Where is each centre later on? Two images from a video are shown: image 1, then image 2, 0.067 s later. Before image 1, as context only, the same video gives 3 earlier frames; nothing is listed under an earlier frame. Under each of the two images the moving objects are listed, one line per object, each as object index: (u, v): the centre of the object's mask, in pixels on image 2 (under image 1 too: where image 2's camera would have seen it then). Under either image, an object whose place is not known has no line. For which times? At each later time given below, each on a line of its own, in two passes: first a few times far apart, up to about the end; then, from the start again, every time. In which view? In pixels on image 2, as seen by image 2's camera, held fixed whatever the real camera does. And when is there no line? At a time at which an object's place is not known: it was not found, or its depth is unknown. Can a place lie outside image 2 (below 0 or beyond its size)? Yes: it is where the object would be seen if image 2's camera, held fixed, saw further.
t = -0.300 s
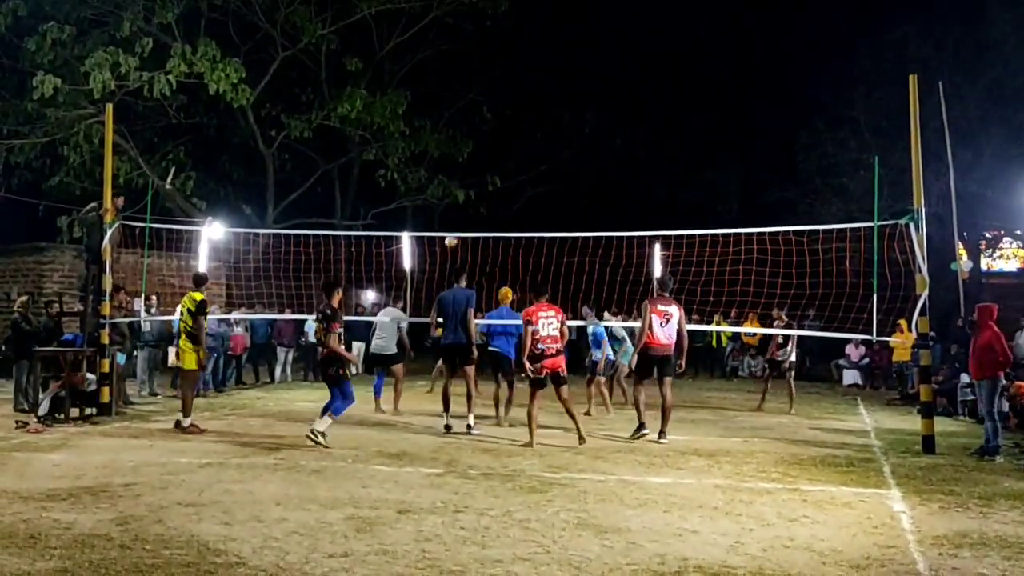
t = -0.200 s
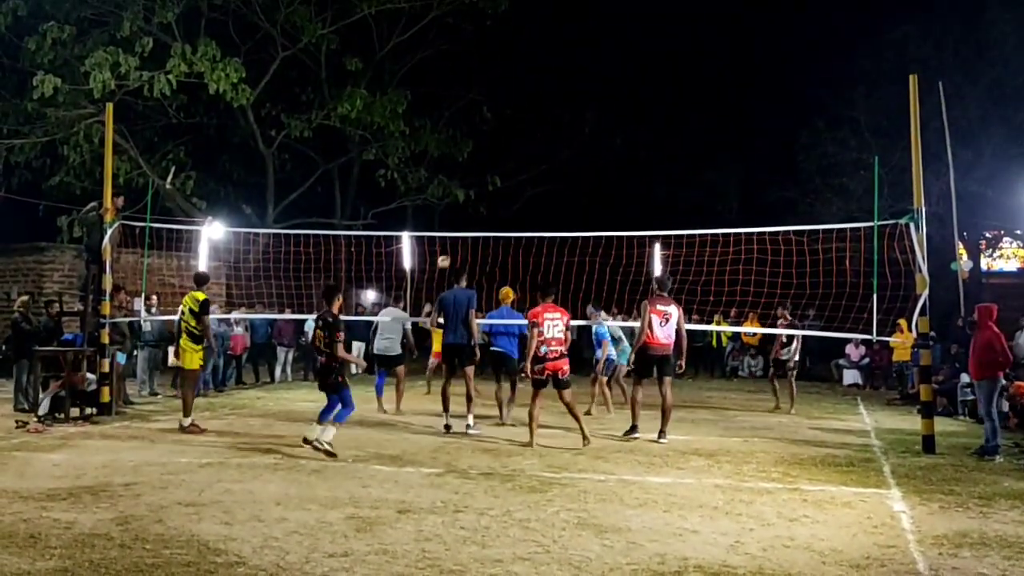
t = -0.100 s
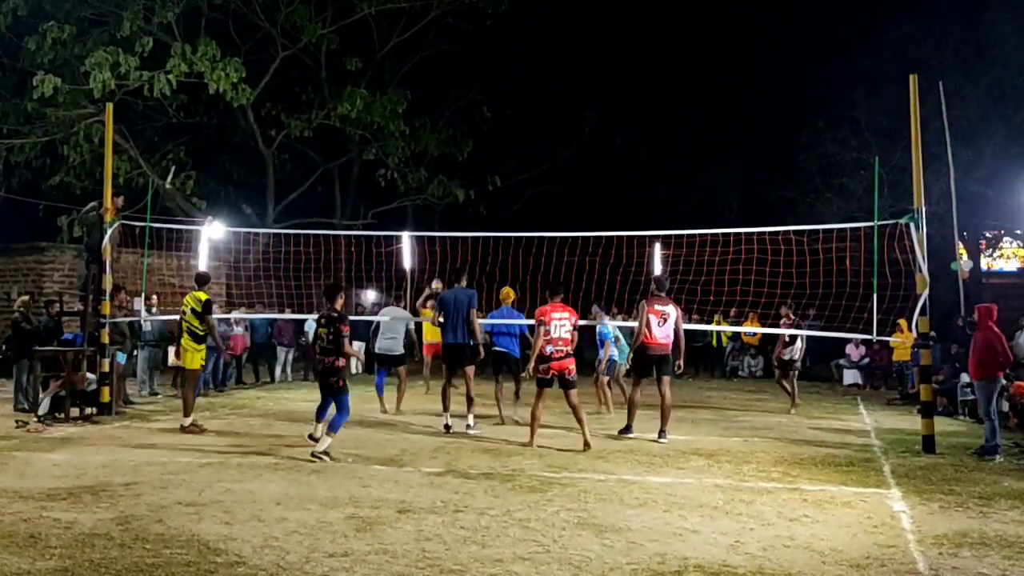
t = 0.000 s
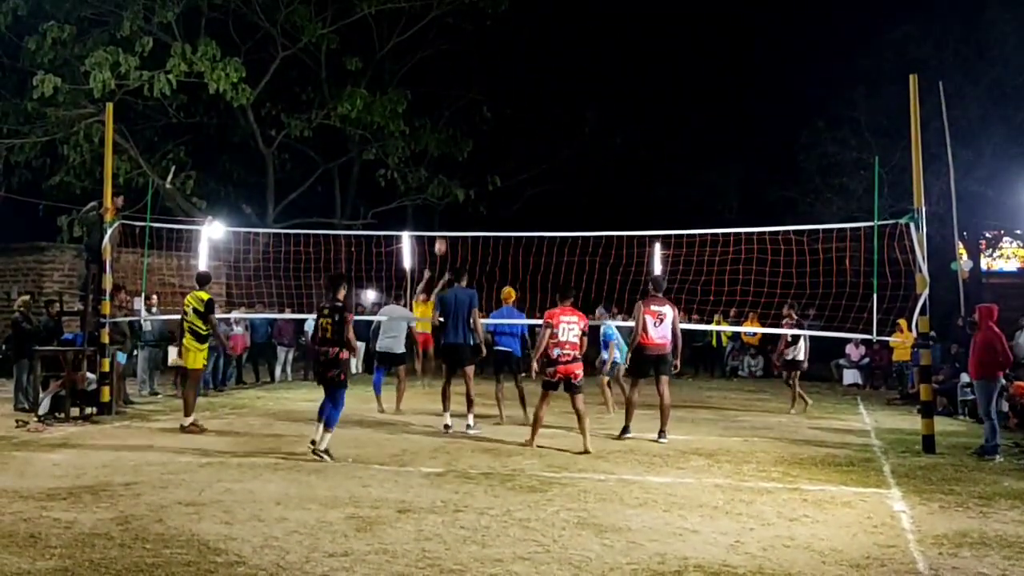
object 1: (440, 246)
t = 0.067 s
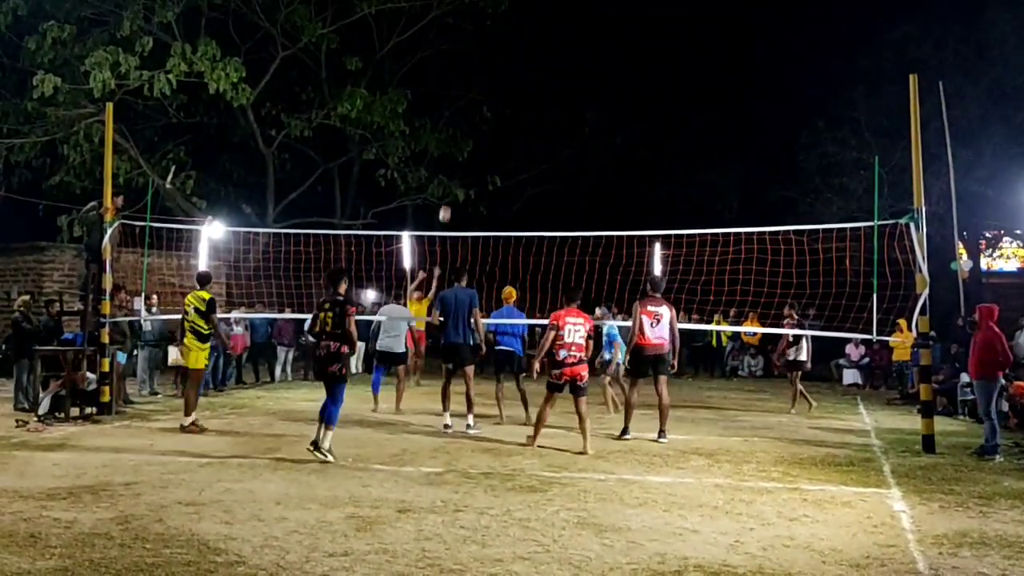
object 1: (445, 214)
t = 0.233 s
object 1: (457, 145)
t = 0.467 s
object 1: (474, 72)
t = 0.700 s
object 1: (489, 29)
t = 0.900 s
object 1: (501, 16)
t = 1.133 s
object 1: (516, 32)
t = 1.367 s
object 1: (530, 83)
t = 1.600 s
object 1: (541, 169)
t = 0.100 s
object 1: (447, 199)
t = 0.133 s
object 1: (449, 185)
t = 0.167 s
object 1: (452, 171)
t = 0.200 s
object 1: (455, 157)
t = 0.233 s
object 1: (457, 145)
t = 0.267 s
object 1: (460, 133)
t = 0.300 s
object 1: (462, 121)
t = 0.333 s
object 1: (464, 110)
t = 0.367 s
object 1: (467, 100)
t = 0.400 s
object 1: (469, 90)
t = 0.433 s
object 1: (472, 81)
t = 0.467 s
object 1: (474, 72)
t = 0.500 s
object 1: (476, 64)
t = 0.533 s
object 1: (478, 57)
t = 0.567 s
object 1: (480, 50)
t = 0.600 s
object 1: (483, 44)
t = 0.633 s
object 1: (486, 38)
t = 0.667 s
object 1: (487, 33)
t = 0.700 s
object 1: (489, 29)
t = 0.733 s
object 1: (491, 25)
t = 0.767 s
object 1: (493, 22)
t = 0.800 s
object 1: (495, 20)
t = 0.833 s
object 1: (497, 18)
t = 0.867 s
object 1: (499, 17)
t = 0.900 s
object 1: (501, 16)
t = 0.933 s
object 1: (503, 16)
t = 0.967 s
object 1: (506, 17)
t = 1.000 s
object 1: (508, 19)
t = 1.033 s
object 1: (510, 21)
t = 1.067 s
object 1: (512, 24)
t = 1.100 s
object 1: (514, 28)
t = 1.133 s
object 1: (516, 32)
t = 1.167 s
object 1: (518, 37)
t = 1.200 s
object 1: (520, 43)
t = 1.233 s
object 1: (522, 49)
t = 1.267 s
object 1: (524, 56)
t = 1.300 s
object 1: (526, 64)
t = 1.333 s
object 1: (528, 73)
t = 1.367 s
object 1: (530, 83)
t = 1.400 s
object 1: (532, 93)
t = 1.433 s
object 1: (533, 103)
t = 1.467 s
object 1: (535, 115)
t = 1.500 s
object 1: (537, 128)
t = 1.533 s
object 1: (538, 141)
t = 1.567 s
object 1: (540, 155)
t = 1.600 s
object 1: (541, 169)
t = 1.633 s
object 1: (542, 185)
